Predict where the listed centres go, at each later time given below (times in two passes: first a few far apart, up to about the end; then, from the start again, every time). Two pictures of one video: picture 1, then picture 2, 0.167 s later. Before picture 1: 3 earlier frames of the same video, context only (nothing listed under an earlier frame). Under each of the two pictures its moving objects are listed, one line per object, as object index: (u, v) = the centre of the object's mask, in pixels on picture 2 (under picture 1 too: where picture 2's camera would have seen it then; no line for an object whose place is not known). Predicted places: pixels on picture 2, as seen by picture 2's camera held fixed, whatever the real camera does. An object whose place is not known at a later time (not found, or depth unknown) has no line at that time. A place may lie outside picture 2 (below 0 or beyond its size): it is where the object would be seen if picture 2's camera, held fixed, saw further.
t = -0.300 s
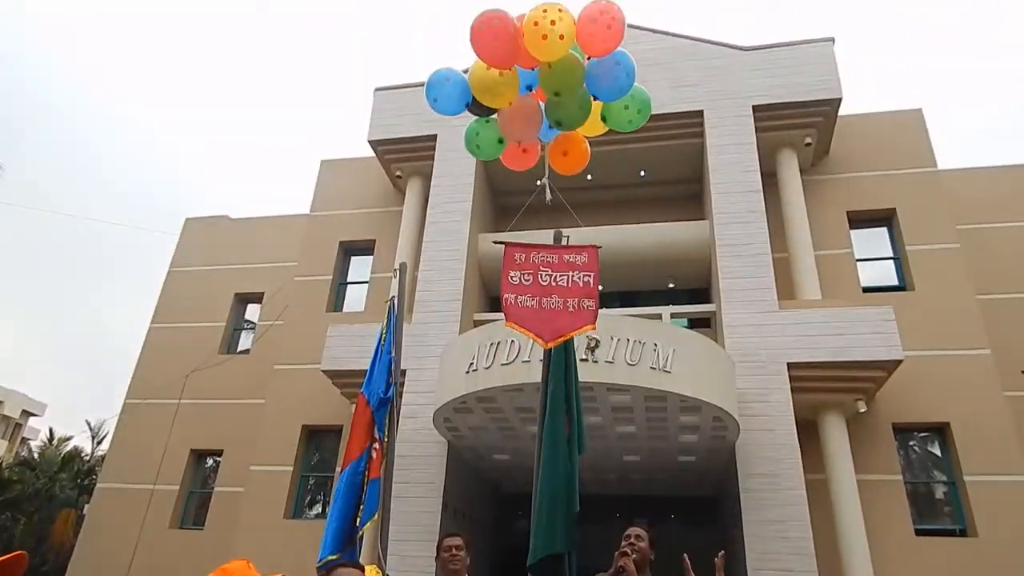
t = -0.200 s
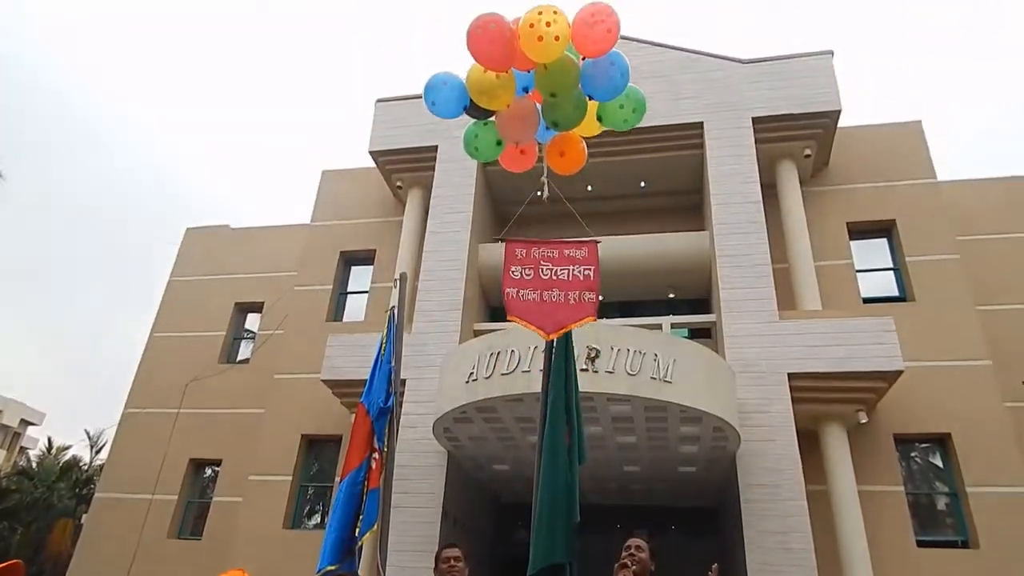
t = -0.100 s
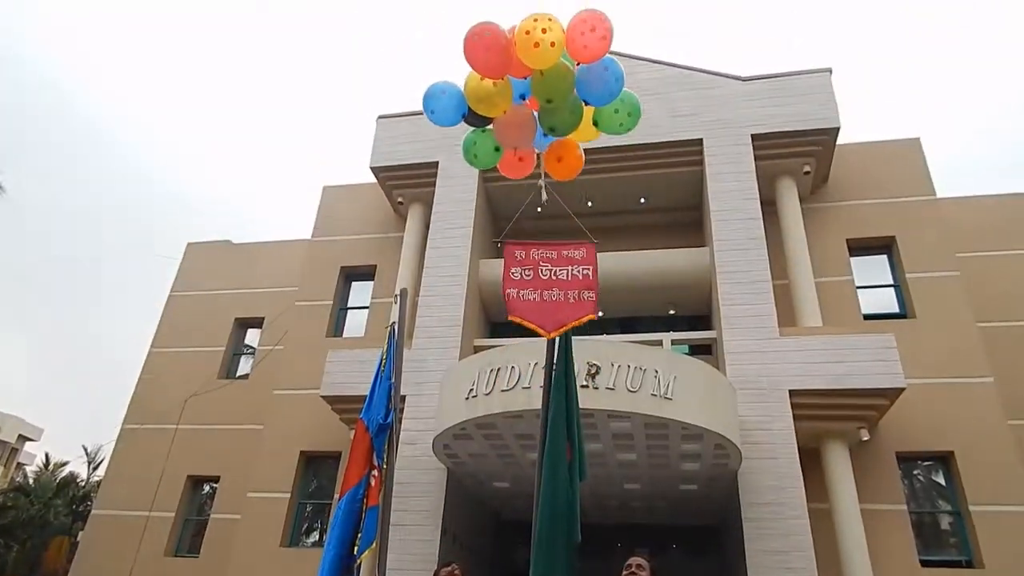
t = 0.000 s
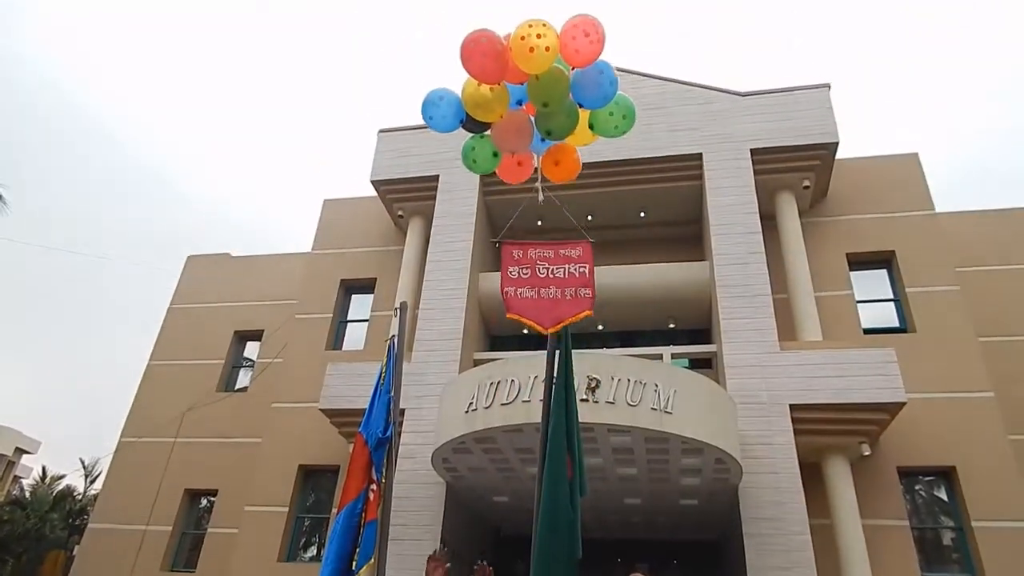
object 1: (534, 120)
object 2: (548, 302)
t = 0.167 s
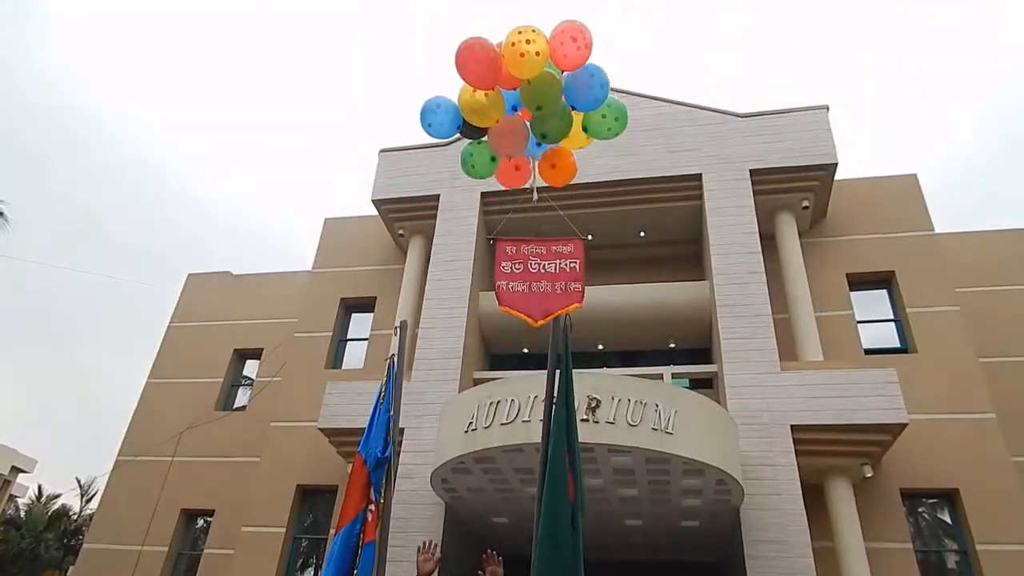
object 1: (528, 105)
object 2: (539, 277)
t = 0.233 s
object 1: (526, 100)
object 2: (534, 268)
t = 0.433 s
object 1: (519, 84)
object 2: (517, 240)
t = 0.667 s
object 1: (513, 65)
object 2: (498, 205)
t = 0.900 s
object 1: (505, 49)
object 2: (485, 173)
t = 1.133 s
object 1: (498, 33)
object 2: (480, 145)
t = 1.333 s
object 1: (491, 20)
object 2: (481, 128)
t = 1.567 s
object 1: (484, 5)
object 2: (483, 112)
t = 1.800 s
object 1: (479, -8)
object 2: (483, 96)
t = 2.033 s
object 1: (476, -21)
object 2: (478, 82)
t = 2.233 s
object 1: (475, -31)
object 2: (470, 70)
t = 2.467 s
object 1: (473, -42)
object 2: (459, 59)
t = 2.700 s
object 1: (469, -50)
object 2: (448, 48)
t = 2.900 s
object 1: (464, -54)
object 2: (439, 39)
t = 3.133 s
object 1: (457, -60)
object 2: (431, 28)
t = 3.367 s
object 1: (449, -64)
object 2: (426, 18)
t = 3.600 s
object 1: (441, -70)
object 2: (419, 5)
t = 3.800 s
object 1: (432, -71)
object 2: (413, -5)
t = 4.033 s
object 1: (425, -79)
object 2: (406, -15)
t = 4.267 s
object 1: (420, -86)
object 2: (401, -23)
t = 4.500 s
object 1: (415, -93)
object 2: (396, -32)
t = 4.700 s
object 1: (412, -99)
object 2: (393, -41)
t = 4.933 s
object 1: (411, -106)
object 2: (392, -52)
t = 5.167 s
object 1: (411, -115)
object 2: (393, -62)
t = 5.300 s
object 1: (411, -120)
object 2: (395, -68)
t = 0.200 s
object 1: (527, 103)
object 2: (537, 272)
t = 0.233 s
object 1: (526, 100)
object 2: (534, 268)
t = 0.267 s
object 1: (525, 97)
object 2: (532, 263)
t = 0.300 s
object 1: (524, 94)
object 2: (529, 258)
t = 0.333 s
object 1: (523, 91)
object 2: (526, 253)
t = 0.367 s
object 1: (521, 89)
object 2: (523, 249)
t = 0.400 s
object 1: (520, 86)
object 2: (520, 245)
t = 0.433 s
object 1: (519, 84)
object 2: (517, 240)
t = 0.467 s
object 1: (519, 81)
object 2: (515, 235)
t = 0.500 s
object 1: (517, 78)
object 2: (512, 230)
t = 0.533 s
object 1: (517, 75)
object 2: (509, 225)
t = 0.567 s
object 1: (516, 72)
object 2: (506, 220)
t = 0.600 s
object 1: (515, 69)
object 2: (503, 215)
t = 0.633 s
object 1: (514, 67)
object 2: (501, 210)
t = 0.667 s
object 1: (513, 65)
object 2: (498, 205)
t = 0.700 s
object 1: (512, 62)
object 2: (495, 200)
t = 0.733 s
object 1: (511, 60)
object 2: (493, 195)
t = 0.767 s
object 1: (510, 58)
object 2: (491, 191)
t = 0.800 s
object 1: (509, 56)
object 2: (489, 186)
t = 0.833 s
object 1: (508, 53)
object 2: (488, 181)
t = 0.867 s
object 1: (506, 51)
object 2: (486, 177)
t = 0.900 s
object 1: (505, 49)
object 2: (485, 173)
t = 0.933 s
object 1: (504, 47)
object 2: (483, 168)
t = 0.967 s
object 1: (503, 43)
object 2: (483, 163)
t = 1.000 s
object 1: (502, 41)
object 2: (482, 159)
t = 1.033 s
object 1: (501, 39)
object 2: (481, 155)
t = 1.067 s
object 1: (499, 37)
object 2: (481, 151)
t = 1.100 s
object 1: (499, 35)
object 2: (481, 148)
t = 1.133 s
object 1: (498, 33)
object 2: (480, 145)
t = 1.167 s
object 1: (496, 31)
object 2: (480, 142)
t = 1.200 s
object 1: (495, 29)
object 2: (480, 139)
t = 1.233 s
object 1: (494, 27)
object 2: (481, 136)
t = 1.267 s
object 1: (493, 25)
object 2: (481, 133)
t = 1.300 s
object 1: (492, 22)
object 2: (481, 131)
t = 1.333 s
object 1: (491, 20)
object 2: (481, 128)
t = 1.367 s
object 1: (490, 18)
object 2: (481, 126)
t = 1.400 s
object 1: (489, 16)
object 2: (482, 124)
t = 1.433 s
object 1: (488, 14)
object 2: (482, 122)
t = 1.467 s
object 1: (487, 12)
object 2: (482, 119)
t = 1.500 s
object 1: (486, 9)
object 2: (482, 117)
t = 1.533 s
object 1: (485, 7)
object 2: (482, 114)
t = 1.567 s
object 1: (484, 5)
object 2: (483, 112)
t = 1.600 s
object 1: (483, 3)
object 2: (483, 110)
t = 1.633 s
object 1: (482, 1)
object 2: (483, 107)
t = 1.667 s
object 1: (481, -1)
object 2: (483, 105)
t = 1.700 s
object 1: (481, -2)
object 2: (483, 103)
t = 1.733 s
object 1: (480, -5)
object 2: (483, 100)
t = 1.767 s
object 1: (480, -6)
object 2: (483, 98)
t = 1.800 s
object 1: (479, -8)
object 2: (483, 96)
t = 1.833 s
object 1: (478, -10)
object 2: (482, 94)
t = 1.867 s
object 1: (478, -12)
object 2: (482, 92)
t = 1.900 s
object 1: (477, -14)
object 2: (481, 90)
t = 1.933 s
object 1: (477, -15)
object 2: (481, 88)
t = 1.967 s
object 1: (477, -17)
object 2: (480, 86)
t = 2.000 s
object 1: (476, -19)
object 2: (479, 84)
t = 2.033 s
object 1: (476, -21)
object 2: (478, 82)
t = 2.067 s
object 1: (476, -22)
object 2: (476, 80)
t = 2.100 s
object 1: (476, -24)
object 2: (475, 78)
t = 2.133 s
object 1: (475, -26)
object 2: (474, 76)
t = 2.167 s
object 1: (475, -28)
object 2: (472, 74)
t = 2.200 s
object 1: (475, -29)
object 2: (471, 73)
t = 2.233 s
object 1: (475, -31)
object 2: (470, 70)
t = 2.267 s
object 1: (474, -32)
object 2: (468, 68)
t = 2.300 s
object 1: (474, -34)
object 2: (466, 67)
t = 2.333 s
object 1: (474, -35)
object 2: (465, 66)
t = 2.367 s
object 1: (474, -37)
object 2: (463, 63)
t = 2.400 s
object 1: (473, -38)
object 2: (462, 62)
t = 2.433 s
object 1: (473, -40)
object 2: (461, 60)
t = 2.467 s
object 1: (473, -42)
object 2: (459, 59)
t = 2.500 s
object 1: (472, -43)
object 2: (457, 57)
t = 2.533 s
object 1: (472, -44)
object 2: (456, 56)
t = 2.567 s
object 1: (471, -45)
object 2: (454, 55)
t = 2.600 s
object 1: (471, -46)
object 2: (453, 53)
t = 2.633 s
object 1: (470, -47)
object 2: (451, 52)
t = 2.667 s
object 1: (470, -49)
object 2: (450, 50)
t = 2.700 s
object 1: (469, -50)
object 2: (448, 48)
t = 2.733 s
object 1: (468, -51)
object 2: (447, 47)
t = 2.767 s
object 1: (467, -52)
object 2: (445, 46)
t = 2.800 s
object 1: (467, -52)
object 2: (444, 44)
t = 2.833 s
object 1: (466, -53)
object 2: (442, 43)
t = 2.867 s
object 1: (465, -54)
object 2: (441, 41)
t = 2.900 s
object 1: (464, -54)
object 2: (439, 39)
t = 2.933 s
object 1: (463, -55)
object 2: (438, 37)
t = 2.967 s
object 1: (462, -56)
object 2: (437, 36)
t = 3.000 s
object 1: (461, -57)
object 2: (436, 34)
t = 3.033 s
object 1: (461, -57)
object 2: (435, 33)
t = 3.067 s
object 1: (459, -58)
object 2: (433, 31)
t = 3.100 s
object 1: (458, -59)
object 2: (433, 29)
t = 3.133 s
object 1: (457, -60)
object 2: (431, 28)
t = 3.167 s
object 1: (456, -60)
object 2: (431, 26)
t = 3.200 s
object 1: (455, -61)
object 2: (430, 25)
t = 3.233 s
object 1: (454, -61)
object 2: (429, 24)
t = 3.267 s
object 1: (453, -61)
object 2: (428, 23)
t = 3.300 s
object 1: (452, -62)
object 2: (427, 21)
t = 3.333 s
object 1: (451, -63)
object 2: (426, 20)
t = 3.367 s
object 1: (449, -64)
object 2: (426, 18)
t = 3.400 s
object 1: (448, -65)
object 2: (425, 17)
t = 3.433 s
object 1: (447, -67)
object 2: (424, 15)
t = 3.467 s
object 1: (446, -67)
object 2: (423, 13)
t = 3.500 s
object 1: (444, -67)
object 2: (422, 13)
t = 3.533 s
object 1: (443, -67)
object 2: (421, 12)
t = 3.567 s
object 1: (442, -69)
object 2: (420, 7)
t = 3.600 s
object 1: (441, -70)
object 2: (419, 5)
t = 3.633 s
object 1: (439, -70)
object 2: (418, 4)
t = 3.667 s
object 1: (438, -72)
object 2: (417, 1)
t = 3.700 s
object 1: (437, -72)
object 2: (416, 0)
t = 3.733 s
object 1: (435, -69)
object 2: (415, -2)
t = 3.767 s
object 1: (434, -70)
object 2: (414, -4)
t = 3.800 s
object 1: (432, -71)
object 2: (413, -5)
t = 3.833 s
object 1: (431, -72)
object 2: (412, -6)
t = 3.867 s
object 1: (430, -74)
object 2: (411, -9)
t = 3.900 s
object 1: (429, -75)
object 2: (410, -10)
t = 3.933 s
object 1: (428, -76)
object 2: (409, -12)
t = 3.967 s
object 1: (427, -77)
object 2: (409, -13)
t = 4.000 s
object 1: (426, -78)
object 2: (408, -14)
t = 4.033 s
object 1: (425, -79)
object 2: (406, -15)
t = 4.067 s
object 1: (425, -81)
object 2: (406, -16)
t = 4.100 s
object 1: (424, -82)
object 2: (405, -18)
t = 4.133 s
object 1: (423, -83)
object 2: (404, -19)
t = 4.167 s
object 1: (422, -85)
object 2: (403, -21)
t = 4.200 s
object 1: (421, -85)
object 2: (402, -21)
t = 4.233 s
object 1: (421, -86)
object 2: (402, -22)
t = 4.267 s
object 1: (420, -86)
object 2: (401, -23)
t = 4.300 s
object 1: (419, -87)
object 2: (400, -24)
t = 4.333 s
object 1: (418, -88)
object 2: (400, -26)
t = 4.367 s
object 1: (418, -89)
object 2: (399, -27)
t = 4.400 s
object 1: (417, -90)
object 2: (398, -29)
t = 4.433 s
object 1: (417, -92)
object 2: (398, -30)
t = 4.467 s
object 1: (416, -92)
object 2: (397, -31)
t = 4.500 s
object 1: (415, -93)
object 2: (396, -32)
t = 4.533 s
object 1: (415, -94)
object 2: (395, -33)
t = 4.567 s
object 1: (414, -95)
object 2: (395, -35)
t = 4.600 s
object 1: (414, -96)
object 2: (394, -36)
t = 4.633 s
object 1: (413, -97)
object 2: (393, -37)
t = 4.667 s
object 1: (413, -98)
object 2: (393, -38)
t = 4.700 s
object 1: (412, -99)
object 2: (393, -41)
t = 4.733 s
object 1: (412, -100)
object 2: (393, -43)
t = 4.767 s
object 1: (412, -101)
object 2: (393, -44)
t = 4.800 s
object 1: (412, -102)
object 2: (393, -46)
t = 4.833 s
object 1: (411, -103)
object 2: (391, -46)
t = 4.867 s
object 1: (411, -104)
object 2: (391, -48)
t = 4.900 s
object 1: (411, -105)
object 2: (392, -50)
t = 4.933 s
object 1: (411, -106)
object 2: (392, -52)
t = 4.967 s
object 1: (411, -107)
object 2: (392, -53)
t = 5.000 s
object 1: (411, -108)
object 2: (392, -55)
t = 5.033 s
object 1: (411, -109)
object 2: (392, -56)
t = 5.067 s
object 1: (411, -111)
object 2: (392, -58)
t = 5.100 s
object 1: (411, -112)
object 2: (392, -59)
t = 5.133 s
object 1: (411, -113)
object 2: (393, -61)
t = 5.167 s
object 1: (411, -115)
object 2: (393, -62)
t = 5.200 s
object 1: (411, -116)
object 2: (393, -64)
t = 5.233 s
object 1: (411, -117)
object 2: (394, -65)
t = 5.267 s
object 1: (411, -118)
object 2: (394, -67)
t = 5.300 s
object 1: (411, -120)
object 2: (395, -68)
